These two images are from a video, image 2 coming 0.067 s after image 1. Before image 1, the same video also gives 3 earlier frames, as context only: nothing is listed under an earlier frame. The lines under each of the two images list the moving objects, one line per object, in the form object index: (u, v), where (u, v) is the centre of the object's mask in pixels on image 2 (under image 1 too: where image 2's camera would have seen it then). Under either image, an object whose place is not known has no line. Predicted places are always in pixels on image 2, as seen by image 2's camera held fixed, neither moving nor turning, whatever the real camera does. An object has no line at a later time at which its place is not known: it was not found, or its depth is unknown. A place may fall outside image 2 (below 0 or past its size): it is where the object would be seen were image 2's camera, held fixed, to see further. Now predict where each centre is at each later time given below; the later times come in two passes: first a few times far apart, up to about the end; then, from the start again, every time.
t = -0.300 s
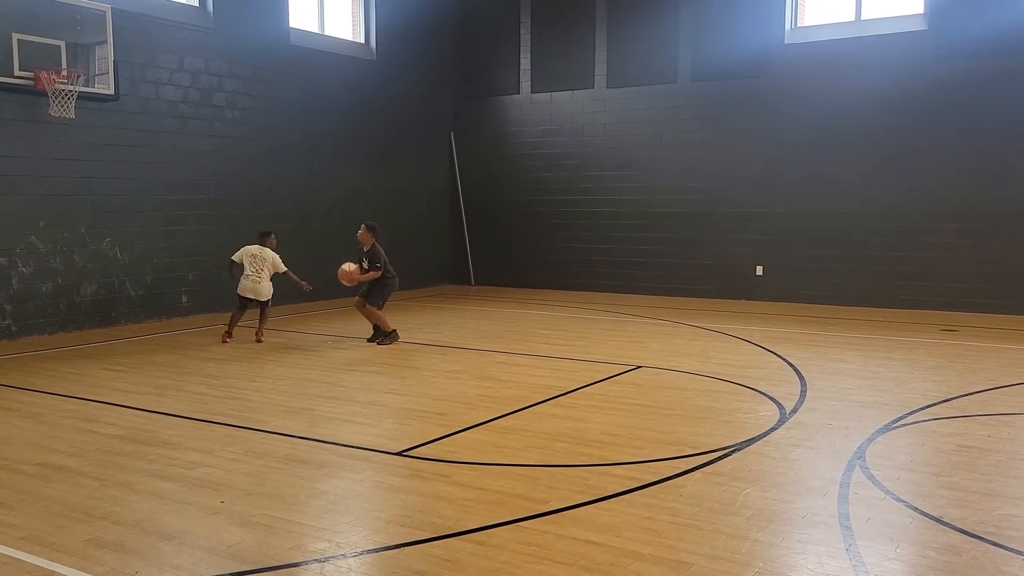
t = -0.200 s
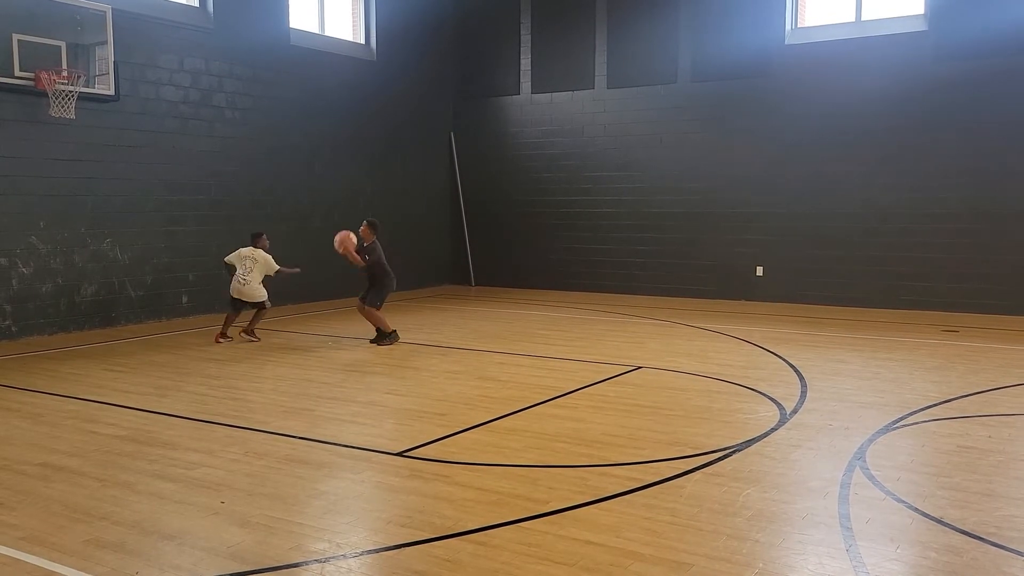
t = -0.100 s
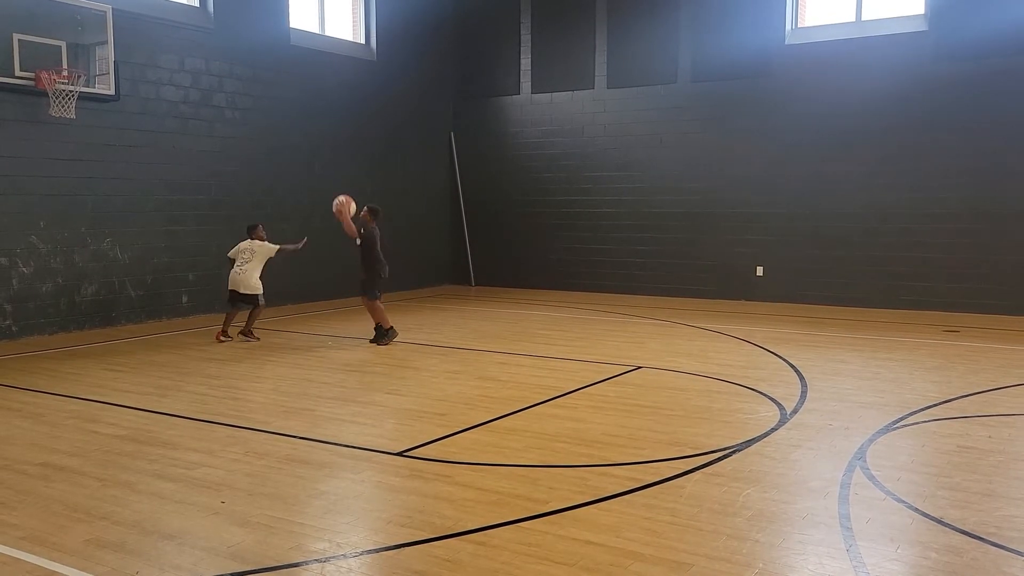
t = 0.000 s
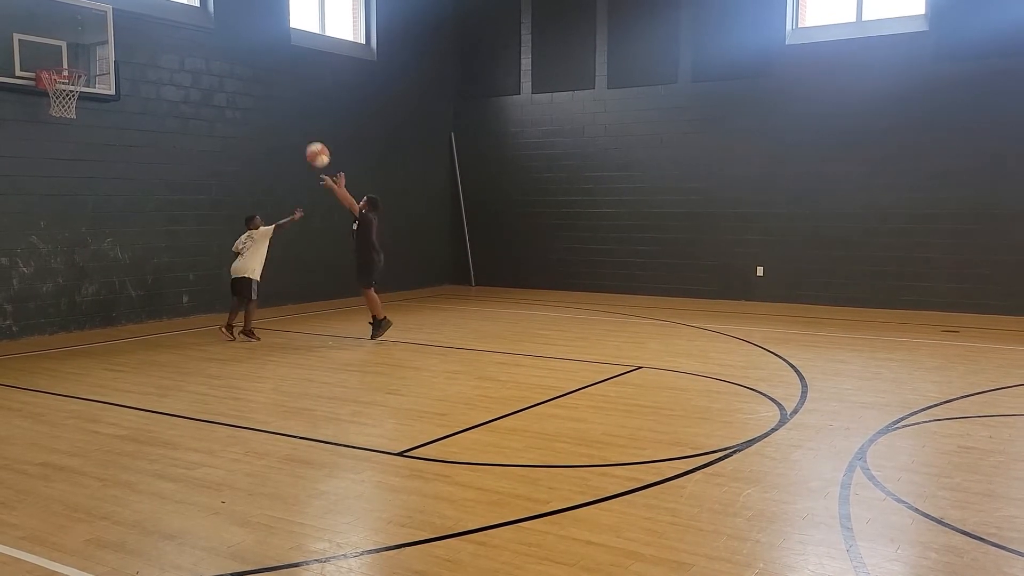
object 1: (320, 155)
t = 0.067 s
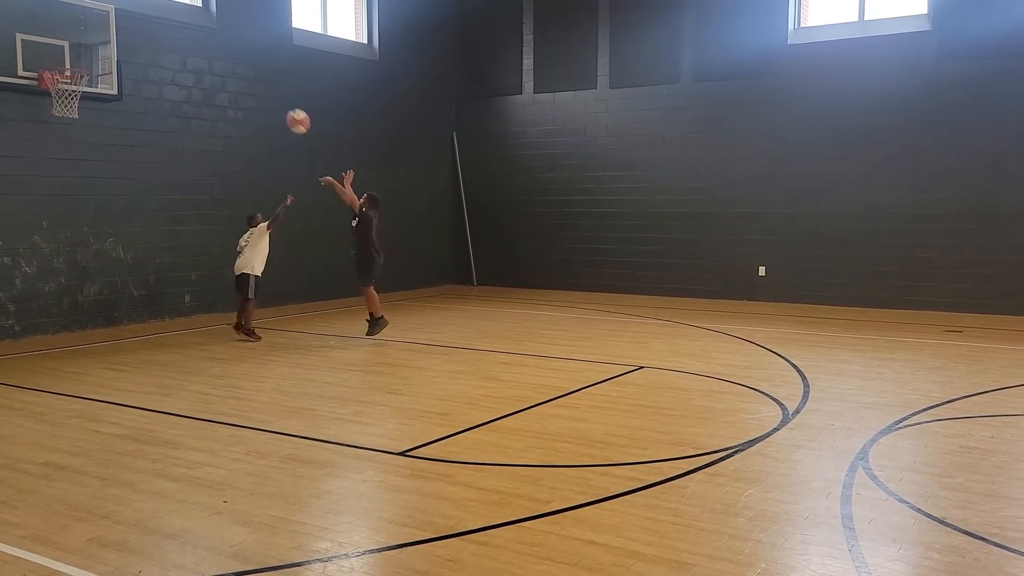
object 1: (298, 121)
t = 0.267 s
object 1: (236, 46)
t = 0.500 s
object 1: (167, 8)
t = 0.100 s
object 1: (288, 106)
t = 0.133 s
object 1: (277, 92)
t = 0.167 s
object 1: (266, 79)
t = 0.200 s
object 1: (257, 67)
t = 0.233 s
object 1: (246, 56)
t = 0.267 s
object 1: (236, 46)
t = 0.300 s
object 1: (225, 38)
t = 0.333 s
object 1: (215, 30)
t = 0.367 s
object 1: (206, 24)
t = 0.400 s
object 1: (197, 18)
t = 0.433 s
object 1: (186, 14)
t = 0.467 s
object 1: (177, 10)
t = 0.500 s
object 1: (167, 8)
